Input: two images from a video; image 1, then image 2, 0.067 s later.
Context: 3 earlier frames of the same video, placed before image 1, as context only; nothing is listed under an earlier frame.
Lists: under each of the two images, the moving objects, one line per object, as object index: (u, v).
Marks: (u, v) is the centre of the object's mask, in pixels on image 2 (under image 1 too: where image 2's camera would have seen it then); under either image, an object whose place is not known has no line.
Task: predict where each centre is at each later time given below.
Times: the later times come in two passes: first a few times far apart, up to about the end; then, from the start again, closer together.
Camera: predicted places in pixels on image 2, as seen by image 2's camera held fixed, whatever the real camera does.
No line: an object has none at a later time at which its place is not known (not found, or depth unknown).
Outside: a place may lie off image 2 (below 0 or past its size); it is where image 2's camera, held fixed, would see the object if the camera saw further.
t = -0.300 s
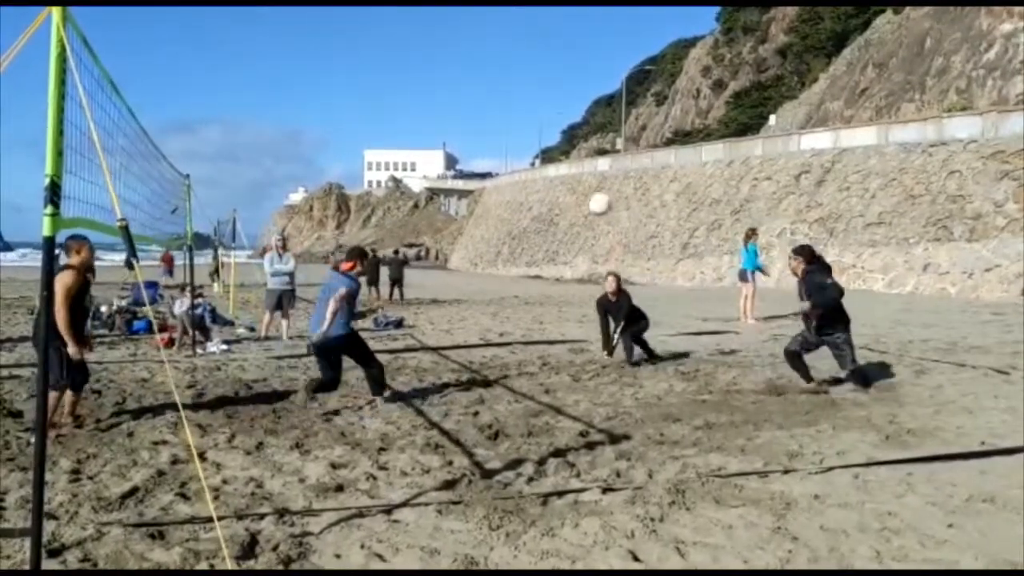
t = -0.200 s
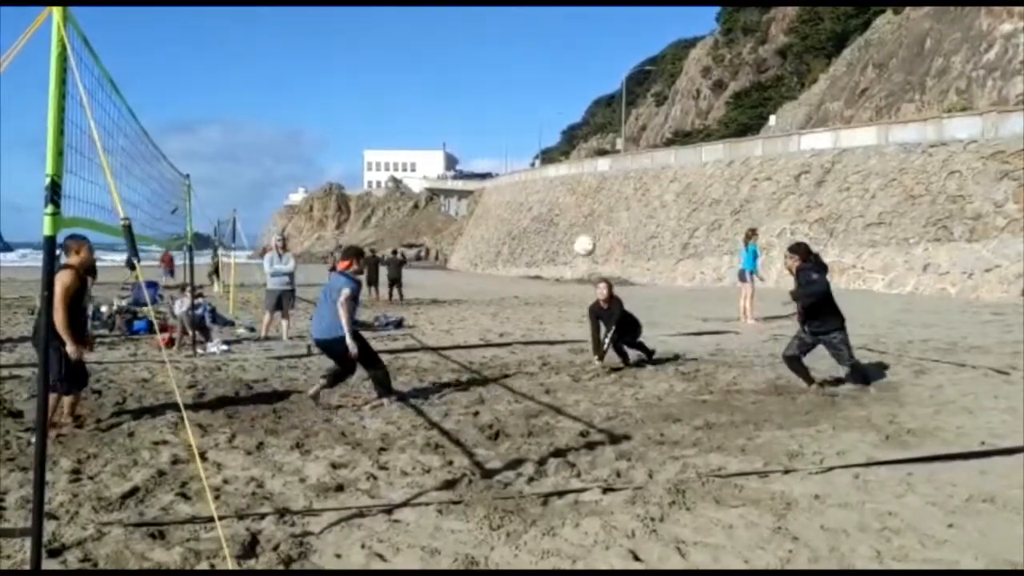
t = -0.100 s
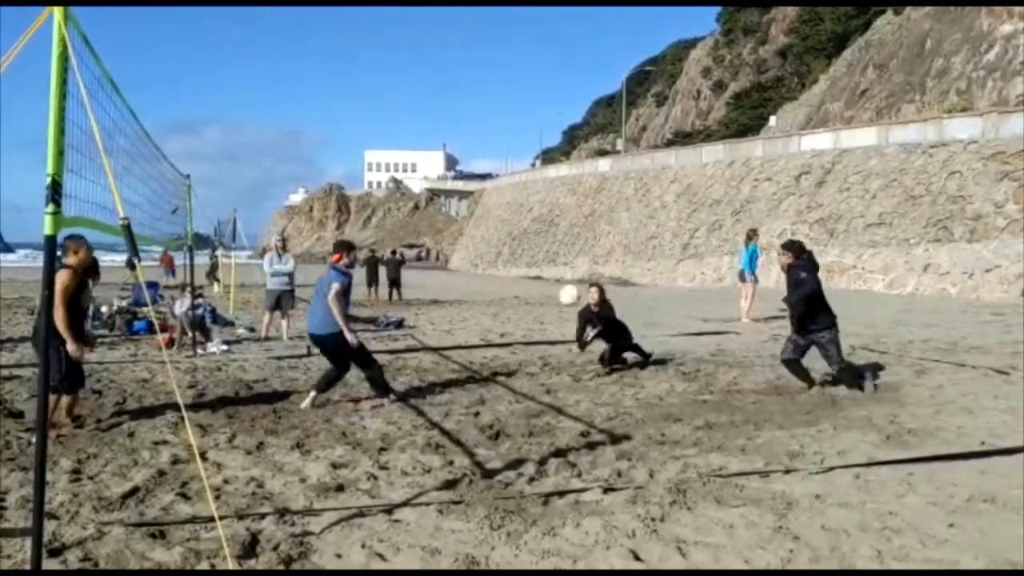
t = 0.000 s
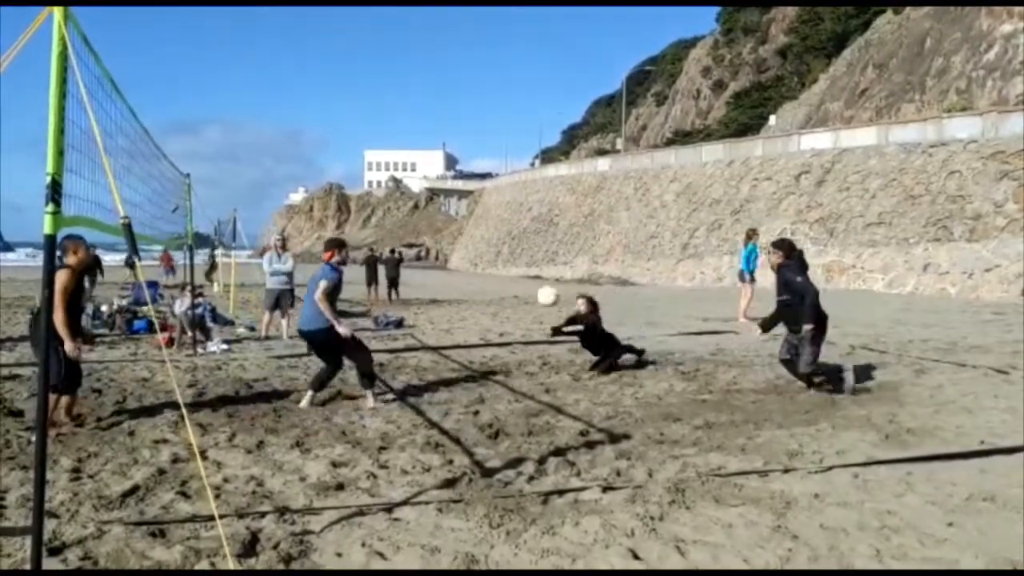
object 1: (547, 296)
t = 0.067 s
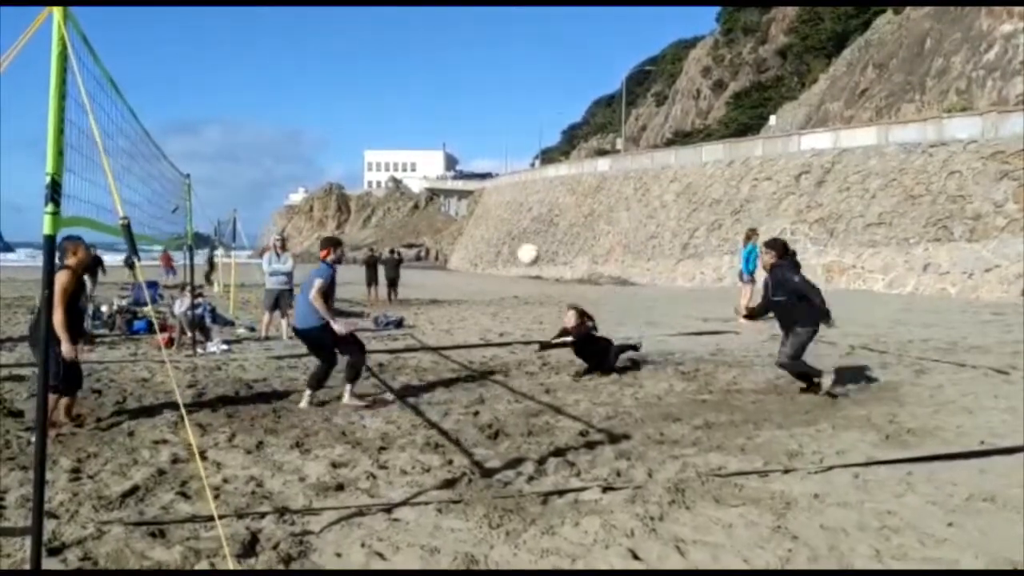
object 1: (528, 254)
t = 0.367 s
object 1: (435, 102)
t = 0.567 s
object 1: (365, 37)
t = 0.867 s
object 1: (241, 18)
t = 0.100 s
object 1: (517, 234)
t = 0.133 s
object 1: (508, 215)
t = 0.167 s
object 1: (499, 197)
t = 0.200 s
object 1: (489, 179)
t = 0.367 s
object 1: (435, 102)
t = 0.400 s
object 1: (424, 89)
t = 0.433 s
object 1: (413, 77)
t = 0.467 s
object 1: (401, 65)
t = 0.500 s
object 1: (390, 55)
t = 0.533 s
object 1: (377, 45)
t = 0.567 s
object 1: (365, 37)
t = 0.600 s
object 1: (353, 29)
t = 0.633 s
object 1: (340, 23)
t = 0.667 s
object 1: (327, 19)
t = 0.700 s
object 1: (314, 15)
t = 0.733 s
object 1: (300, 13)
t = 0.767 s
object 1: (285, 13)
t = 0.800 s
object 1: (270, 14)
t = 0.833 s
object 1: (256, 15)
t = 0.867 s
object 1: (241, 18)
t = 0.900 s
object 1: (226, 23)
